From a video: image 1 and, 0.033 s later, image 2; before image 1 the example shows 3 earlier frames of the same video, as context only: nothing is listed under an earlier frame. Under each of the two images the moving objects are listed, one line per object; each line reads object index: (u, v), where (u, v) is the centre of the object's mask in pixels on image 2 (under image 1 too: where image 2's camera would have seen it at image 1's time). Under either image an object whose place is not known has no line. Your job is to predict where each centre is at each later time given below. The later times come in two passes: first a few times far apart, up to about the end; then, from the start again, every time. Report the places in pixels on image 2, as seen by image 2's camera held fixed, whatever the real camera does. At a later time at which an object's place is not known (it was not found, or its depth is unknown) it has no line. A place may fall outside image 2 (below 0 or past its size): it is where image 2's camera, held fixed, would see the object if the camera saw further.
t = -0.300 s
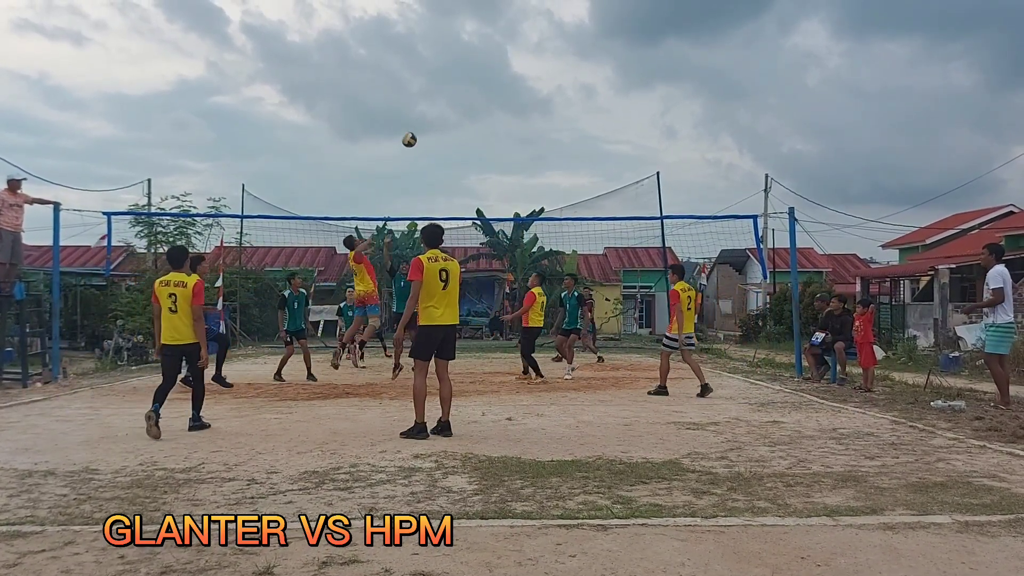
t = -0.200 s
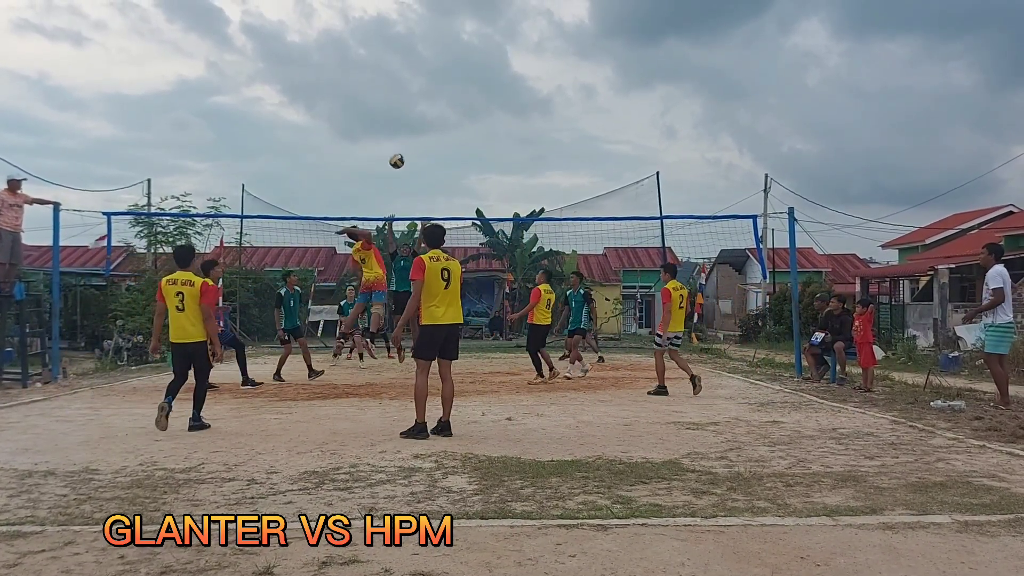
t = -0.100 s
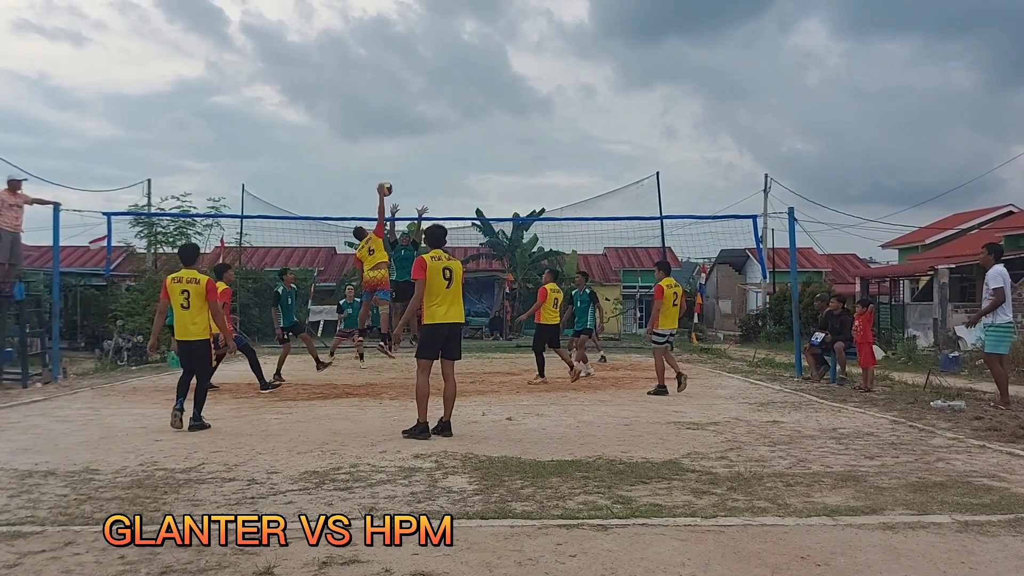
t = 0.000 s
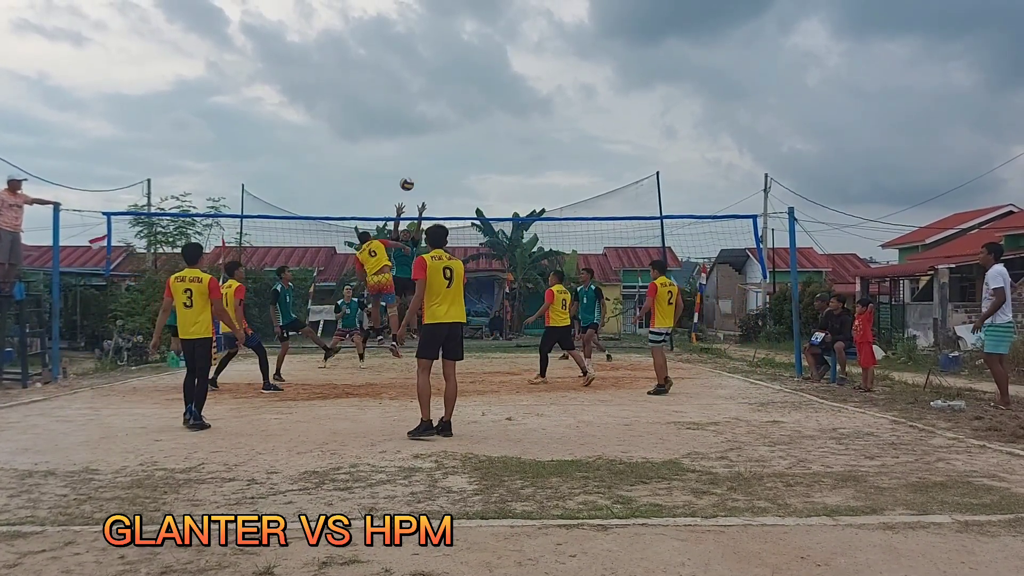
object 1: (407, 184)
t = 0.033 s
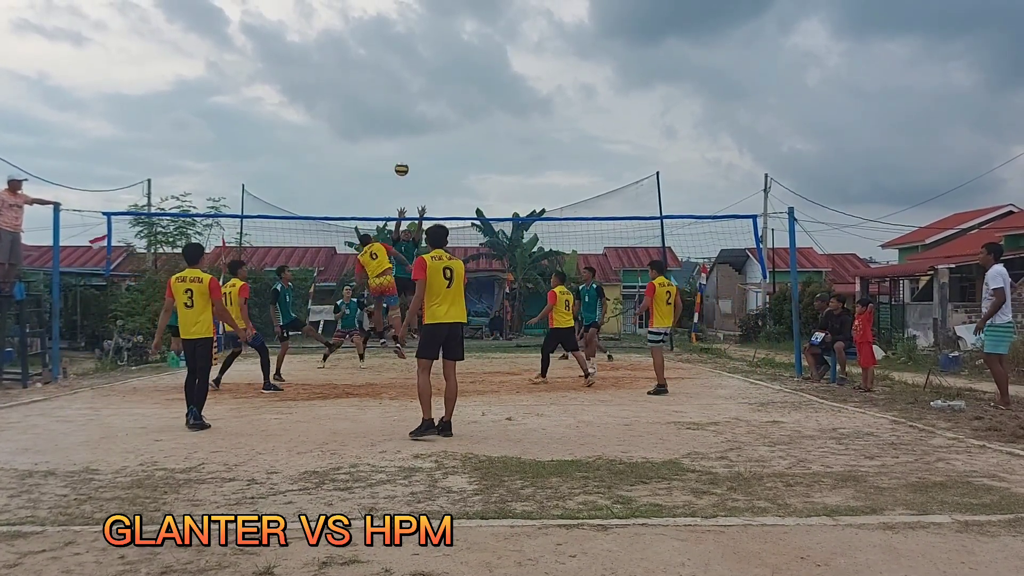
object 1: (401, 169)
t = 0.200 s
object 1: (375, 108)
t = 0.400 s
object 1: (347, 61)
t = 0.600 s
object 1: (320, 42)
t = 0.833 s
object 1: (292, 51)
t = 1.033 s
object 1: (270, 82)
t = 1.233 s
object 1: (251, 133)
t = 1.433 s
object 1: (234, 199)
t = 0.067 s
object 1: (396, 155)
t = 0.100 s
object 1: (391, 142)
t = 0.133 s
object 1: (386, 129)
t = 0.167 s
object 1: (381, 118)
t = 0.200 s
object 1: (375, 108)
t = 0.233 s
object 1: (371, 98)
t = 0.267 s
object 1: (366, 89)
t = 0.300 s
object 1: (361, 81)
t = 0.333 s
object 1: (356, 73)
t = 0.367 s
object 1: (351, 67)
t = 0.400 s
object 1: (347, 61)
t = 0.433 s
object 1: (342, 56)
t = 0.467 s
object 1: (337, 52)
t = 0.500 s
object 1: (333, 48)
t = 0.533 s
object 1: (329, 46)
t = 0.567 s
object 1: (324, 43)
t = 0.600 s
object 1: (320, 42)
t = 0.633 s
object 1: (316, 41)
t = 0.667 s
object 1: (312, 41)
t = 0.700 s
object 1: (307, 42)
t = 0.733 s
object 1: (304, 43)
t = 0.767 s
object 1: (300, 45)
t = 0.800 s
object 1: (296, 48)
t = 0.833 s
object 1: (292, 51)
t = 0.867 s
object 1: (288, 54)
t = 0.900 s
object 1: (284, 59)
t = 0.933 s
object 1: (281, 64)
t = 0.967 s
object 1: (277, 70)
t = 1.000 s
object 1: (274, 76)
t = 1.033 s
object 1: (270, 82)
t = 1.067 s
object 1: (267, 89)
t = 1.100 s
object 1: (264, 97)
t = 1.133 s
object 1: (260, 105)
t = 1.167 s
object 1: (257, 113)
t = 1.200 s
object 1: (254, 123)
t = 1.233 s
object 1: (251, 133)
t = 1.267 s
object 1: (248, 142)
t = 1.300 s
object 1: (245, 153)
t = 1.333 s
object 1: (242, 163)
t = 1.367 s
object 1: (240, 175)
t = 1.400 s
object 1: (237, 187)
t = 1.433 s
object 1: (234, 199)
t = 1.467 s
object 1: (231, 211)
